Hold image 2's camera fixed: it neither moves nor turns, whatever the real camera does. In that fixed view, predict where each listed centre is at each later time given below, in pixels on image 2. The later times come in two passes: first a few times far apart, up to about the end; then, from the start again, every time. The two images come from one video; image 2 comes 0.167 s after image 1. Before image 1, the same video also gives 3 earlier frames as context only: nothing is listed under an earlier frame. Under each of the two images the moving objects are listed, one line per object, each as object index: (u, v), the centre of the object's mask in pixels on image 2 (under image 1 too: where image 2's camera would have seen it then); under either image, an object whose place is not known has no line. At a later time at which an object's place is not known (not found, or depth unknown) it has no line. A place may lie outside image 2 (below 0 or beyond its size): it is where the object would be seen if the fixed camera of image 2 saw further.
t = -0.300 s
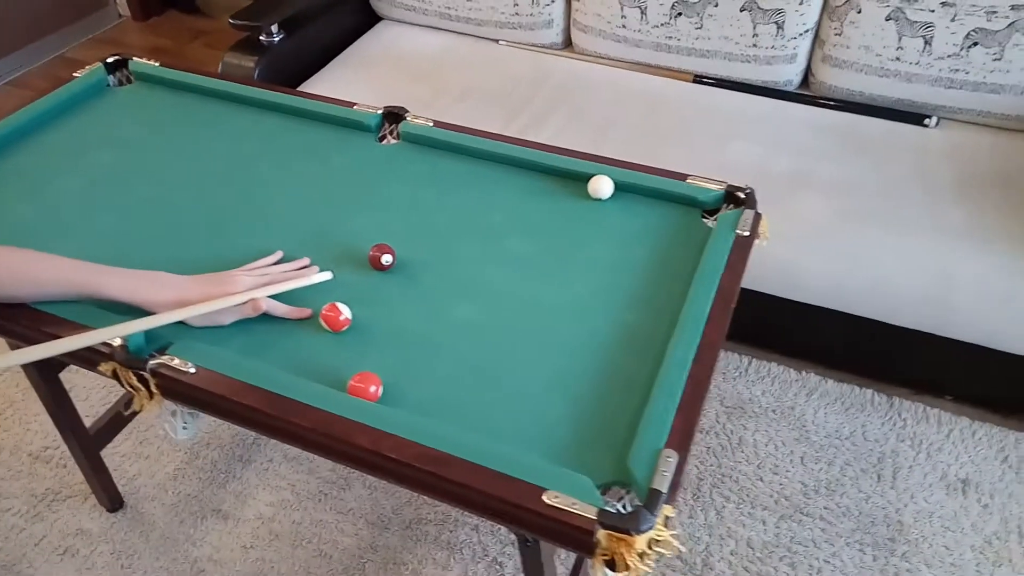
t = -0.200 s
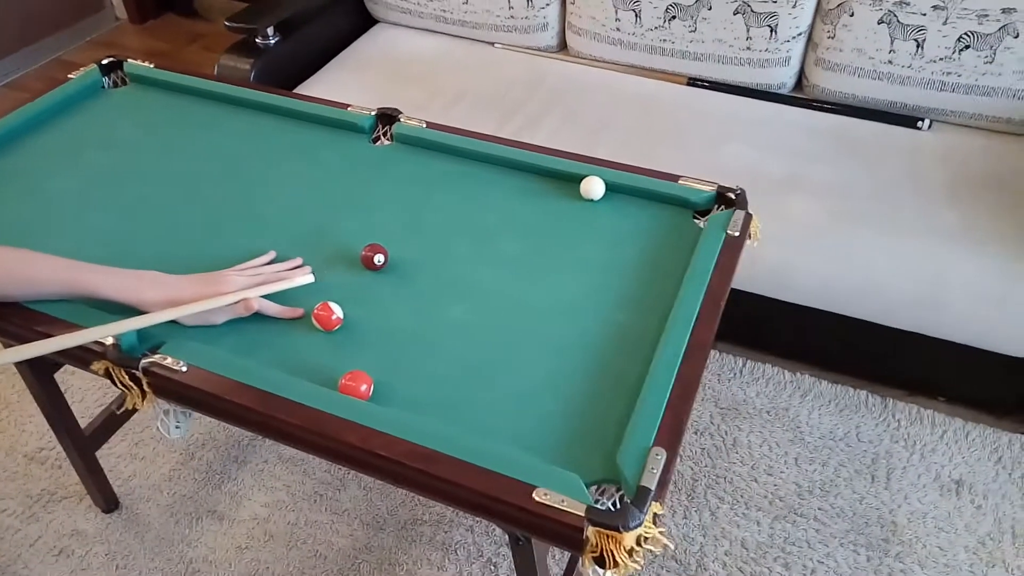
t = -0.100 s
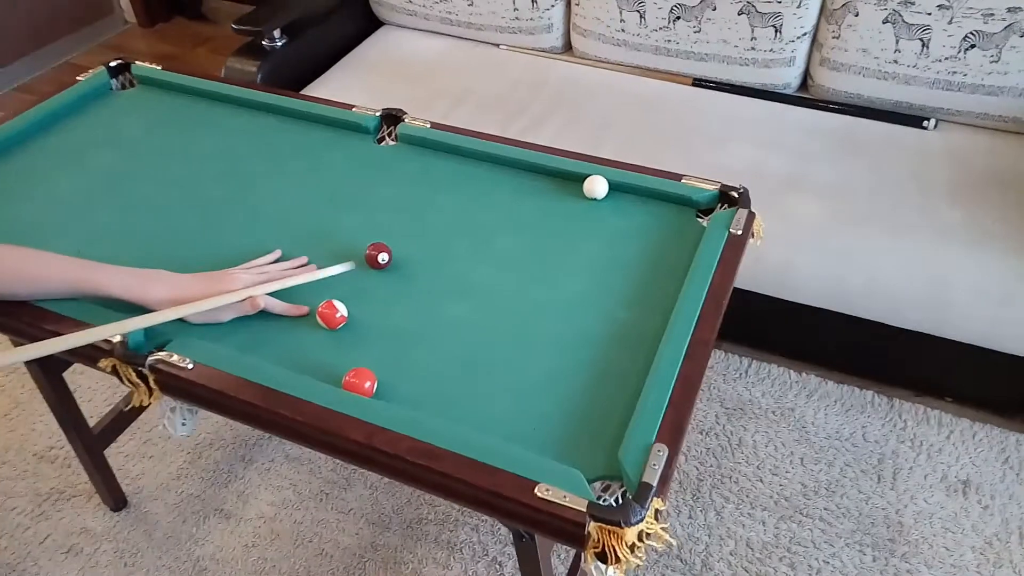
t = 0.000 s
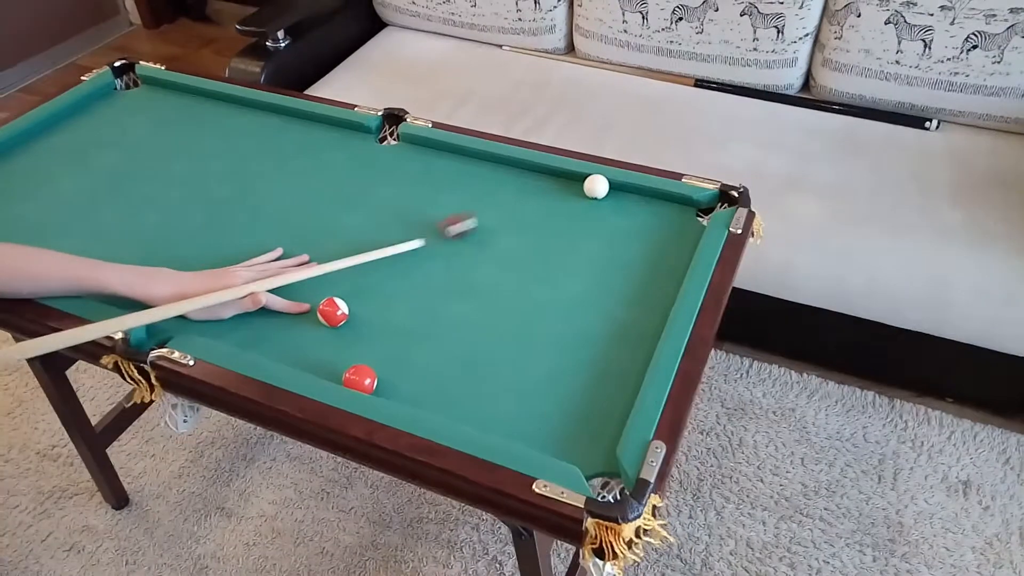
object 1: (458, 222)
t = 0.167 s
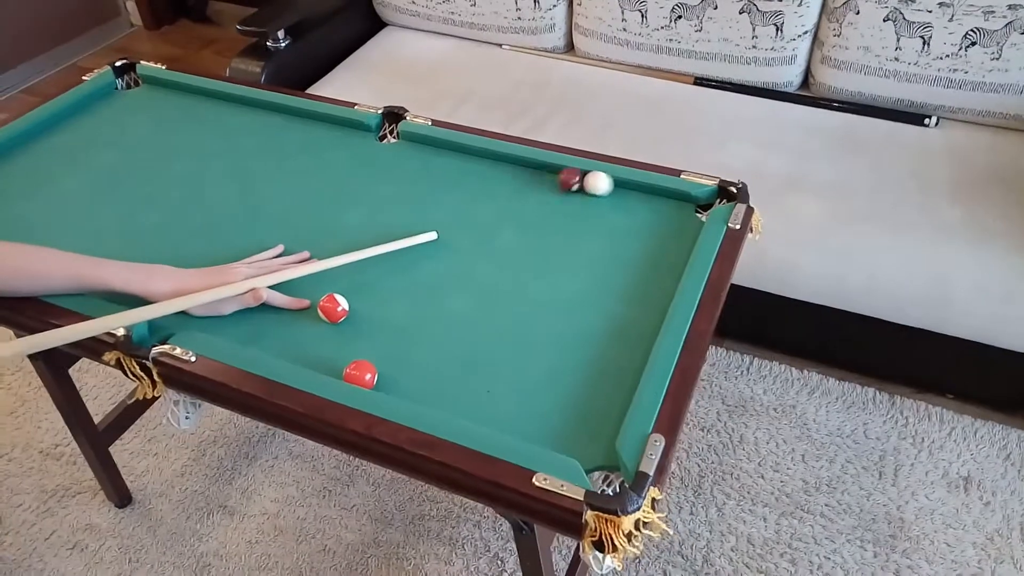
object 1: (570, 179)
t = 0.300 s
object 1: (559, 200)
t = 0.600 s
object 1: (547, 245)
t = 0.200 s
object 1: (568, 183)
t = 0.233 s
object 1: (563, 189)
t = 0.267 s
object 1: (561, 194)
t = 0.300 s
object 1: (559, 200)
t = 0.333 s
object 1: (558, 205)
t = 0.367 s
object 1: (556, 210)
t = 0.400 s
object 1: (555, 215)
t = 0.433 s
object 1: (553, 220)
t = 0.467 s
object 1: (552, 225)
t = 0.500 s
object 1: (551, 230)
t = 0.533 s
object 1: (549, 235)
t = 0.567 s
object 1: (548, 240)
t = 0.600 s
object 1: (547, 245)
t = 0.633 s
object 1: (546, 251)
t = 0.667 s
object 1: (544, 256)
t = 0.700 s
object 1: (543, 261)
